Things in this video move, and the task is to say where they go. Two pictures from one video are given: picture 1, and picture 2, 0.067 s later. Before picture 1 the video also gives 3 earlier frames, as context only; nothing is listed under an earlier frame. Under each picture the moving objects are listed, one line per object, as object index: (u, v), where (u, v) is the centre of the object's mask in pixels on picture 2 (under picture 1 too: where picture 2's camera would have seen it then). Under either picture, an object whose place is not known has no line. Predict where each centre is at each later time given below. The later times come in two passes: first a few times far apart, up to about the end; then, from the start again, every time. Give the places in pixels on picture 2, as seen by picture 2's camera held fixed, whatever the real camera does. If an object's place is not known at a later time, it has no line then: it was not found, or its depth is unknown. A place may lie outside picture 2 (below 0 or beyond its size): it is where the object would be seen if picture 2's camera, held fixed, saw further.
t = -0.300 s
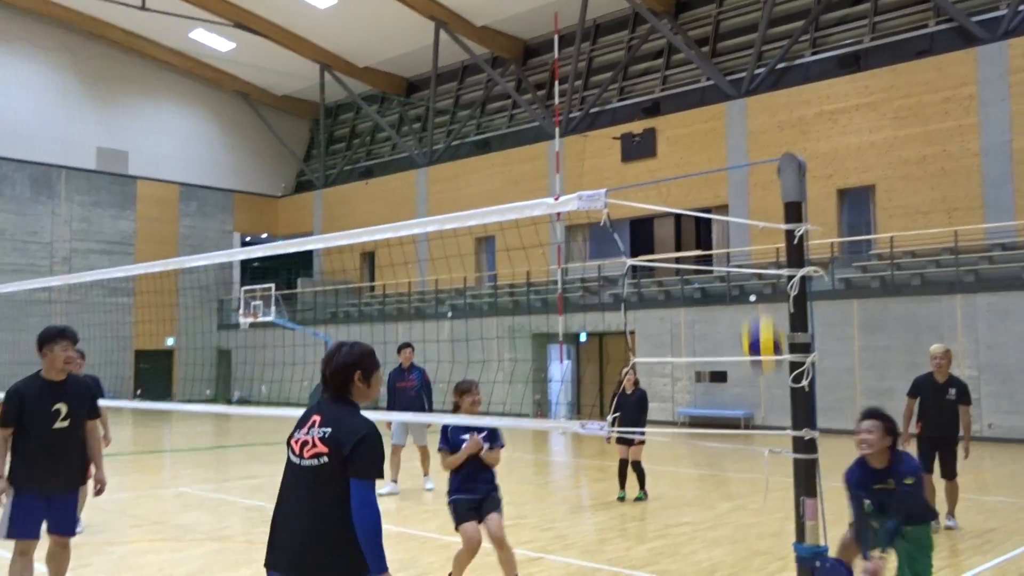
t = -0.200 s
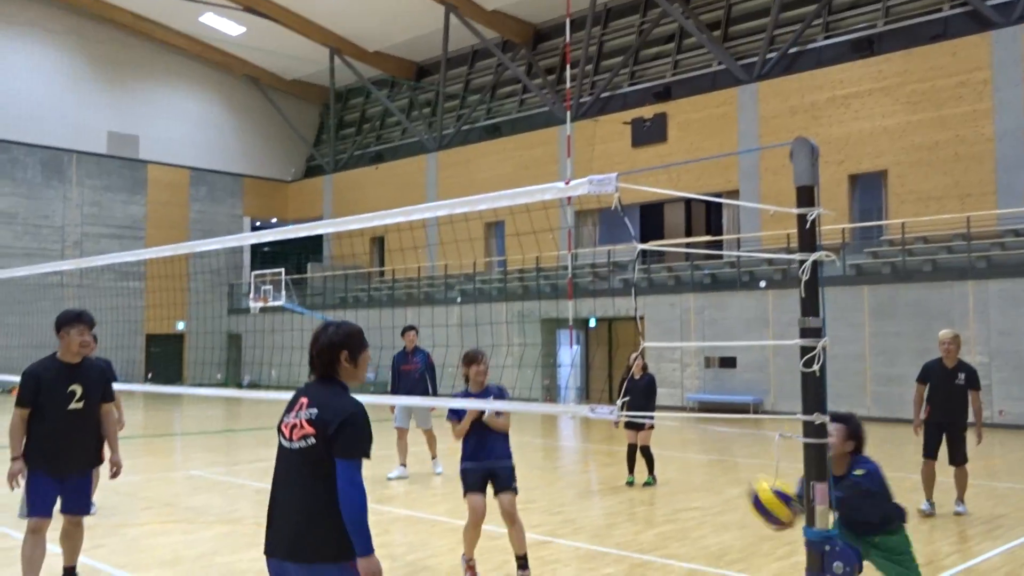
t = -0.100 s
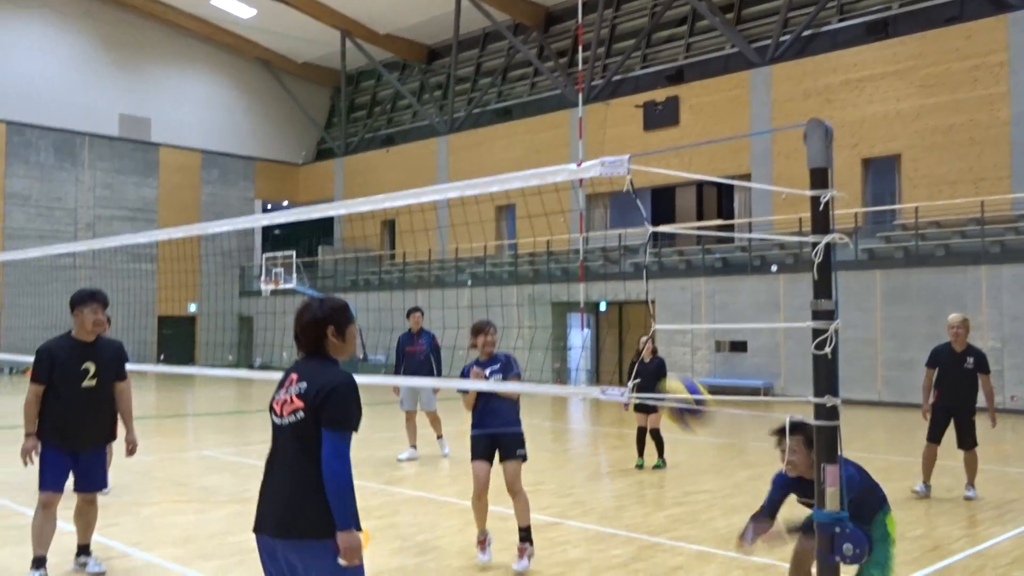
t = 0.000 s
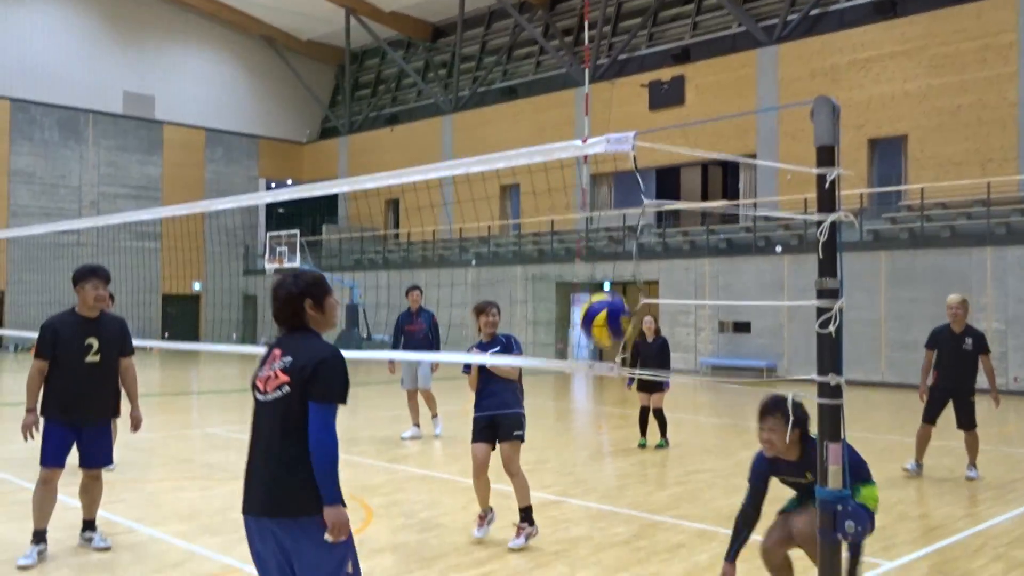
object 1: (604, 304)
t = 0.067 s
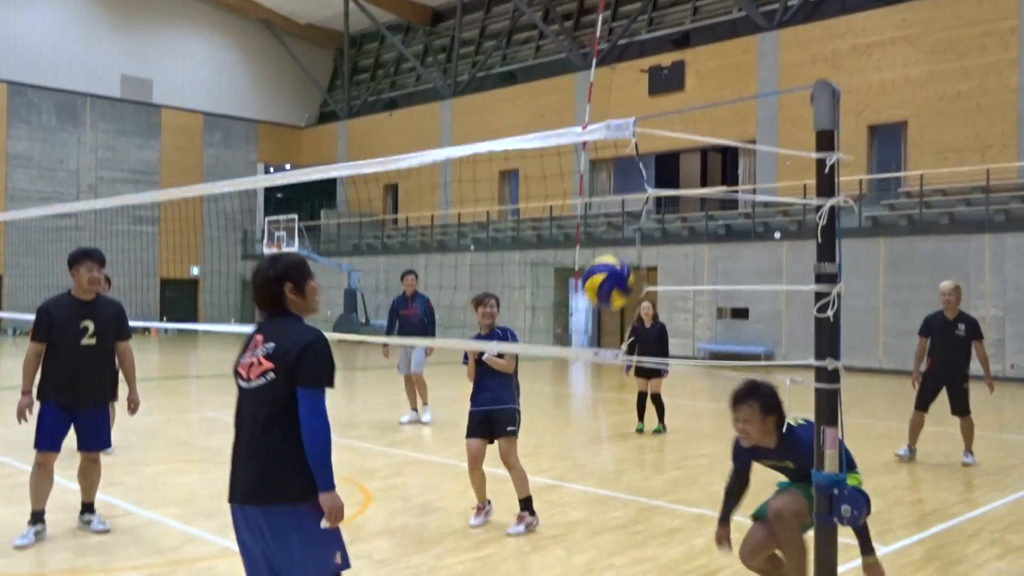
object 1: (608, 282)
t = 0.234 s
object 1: (638, 263)
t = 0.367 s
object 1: (660, 290)
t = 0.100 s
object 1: (614, 274)
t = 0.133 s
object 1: (620, 268)
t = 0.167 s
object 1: (626, 263)
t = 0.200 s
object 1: (633, 262)
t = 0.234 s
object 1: (638, 263)
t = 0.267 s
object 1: (644, 267)
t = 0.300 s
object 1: (650, 273)
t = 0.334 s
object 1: (655, 280)
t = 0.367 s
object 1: (660, 290)
